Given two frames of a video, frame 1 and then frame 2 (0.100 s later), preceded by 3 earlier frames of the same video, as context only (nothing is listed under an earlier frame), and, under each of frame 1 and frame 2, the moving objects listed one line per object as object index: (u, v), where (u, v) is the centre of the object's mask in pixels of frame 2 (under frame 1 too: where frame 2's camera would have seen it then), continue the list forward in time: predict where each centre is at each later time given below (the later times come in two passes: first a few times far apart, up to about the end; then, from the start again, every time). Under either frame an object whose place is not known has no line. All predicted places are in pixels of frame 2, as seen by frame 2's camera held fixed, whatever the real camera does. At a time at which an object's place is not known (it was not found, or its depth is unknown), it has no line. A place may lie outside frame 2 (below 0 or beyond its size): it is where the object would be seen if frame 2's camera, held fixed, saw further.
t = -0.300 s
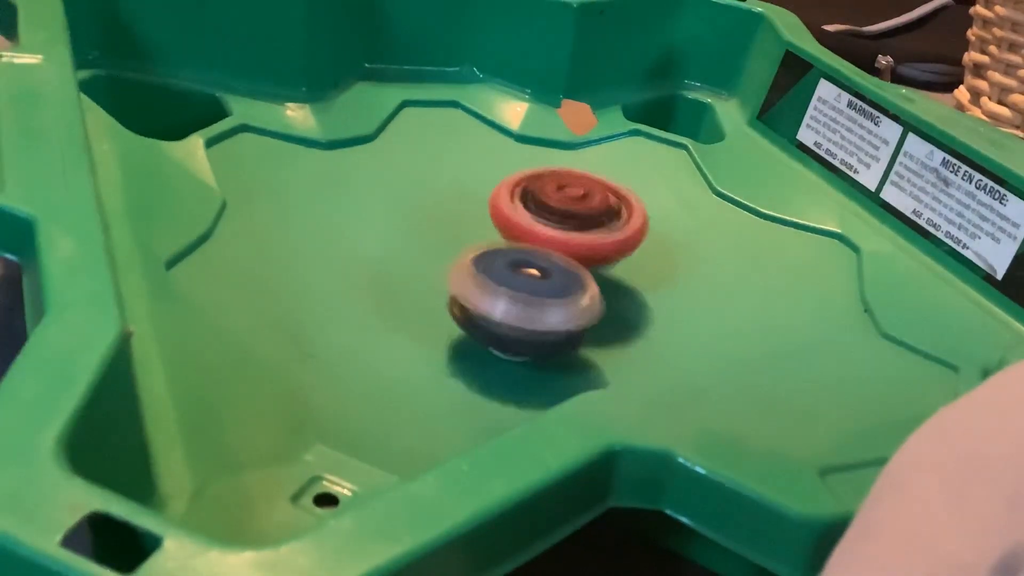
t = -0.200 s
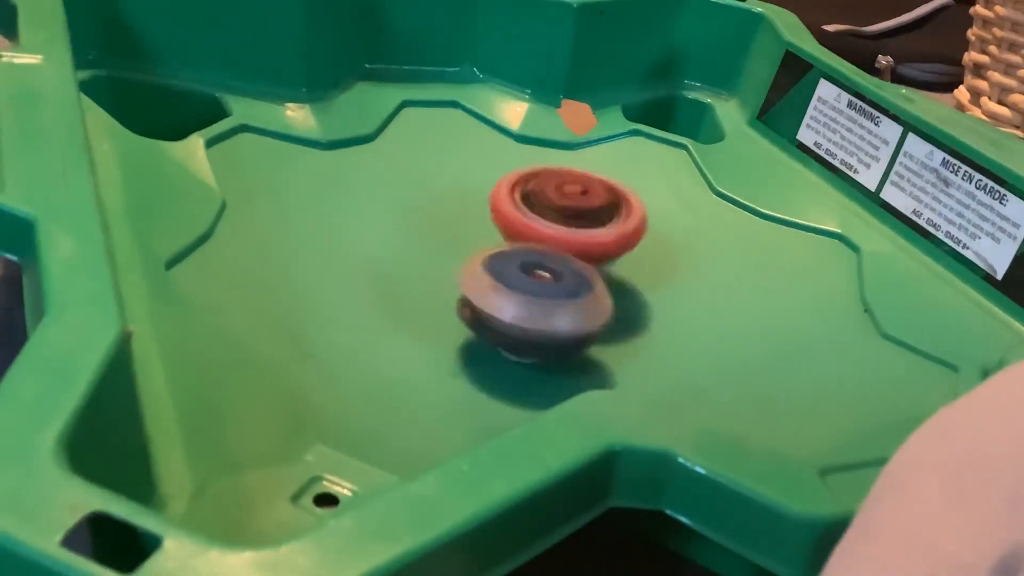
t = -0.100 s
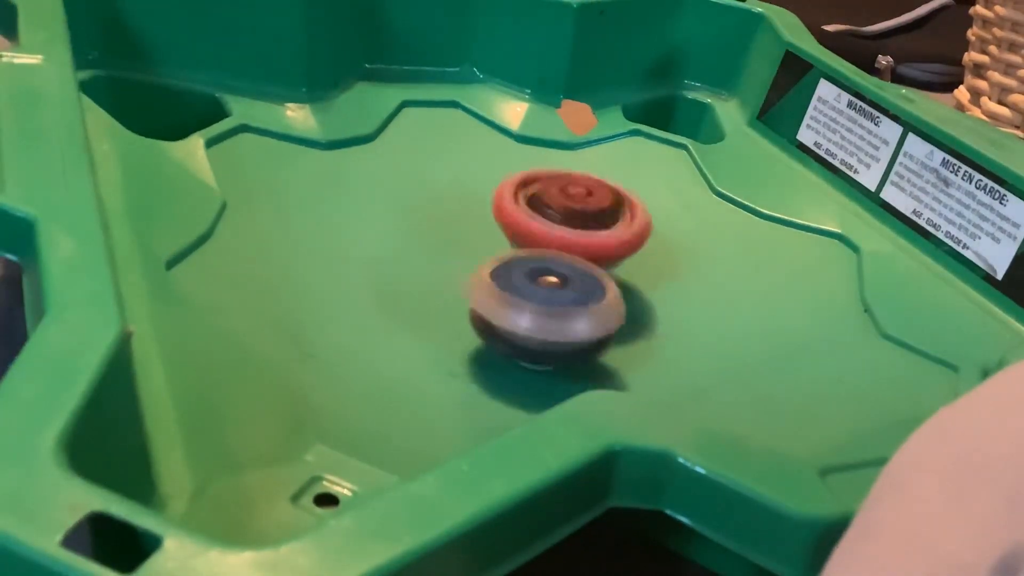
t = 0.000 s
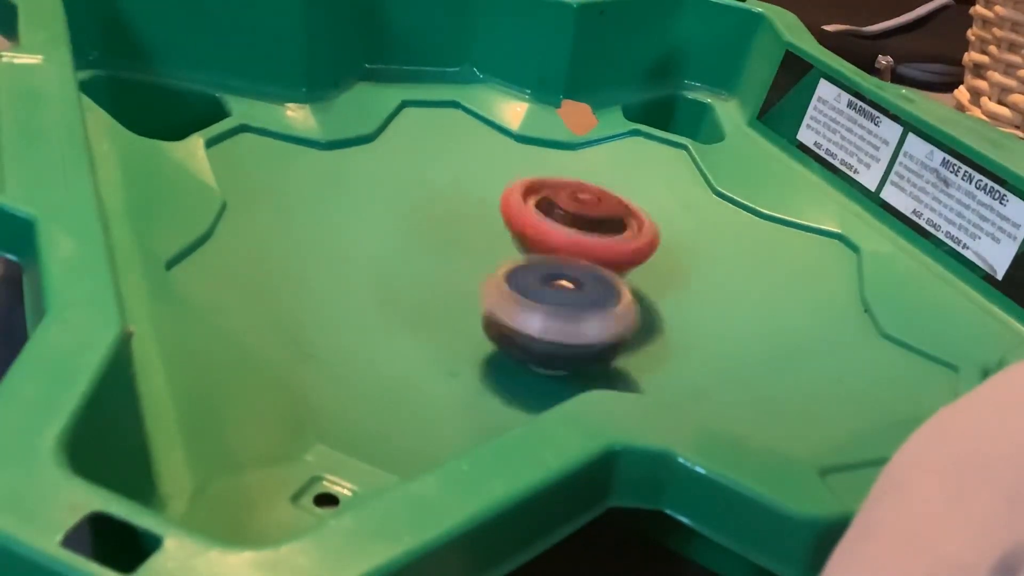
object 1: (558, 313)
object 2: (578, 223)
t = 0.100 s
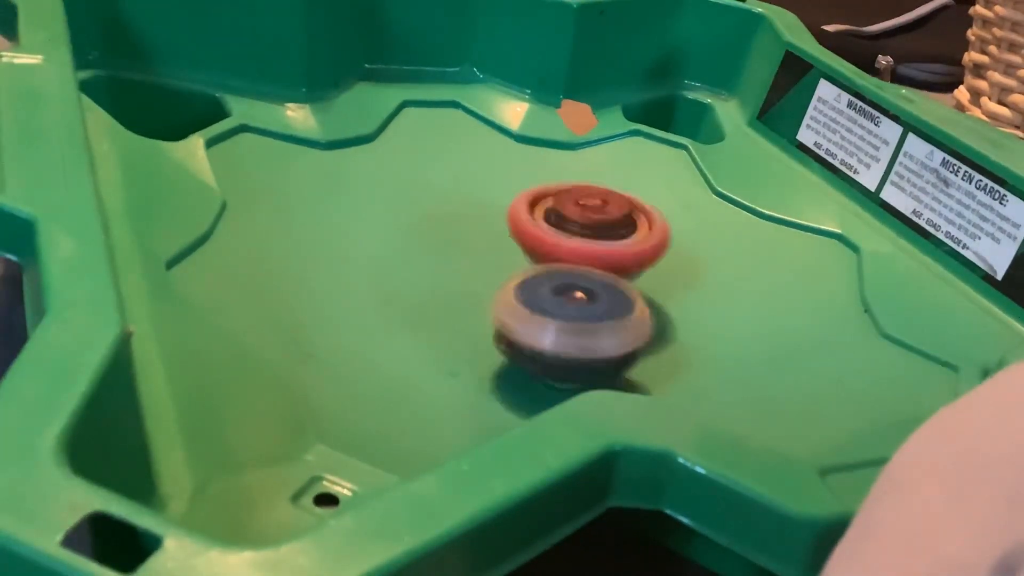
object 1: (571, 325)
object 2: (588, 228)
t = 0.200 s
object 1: (578, 330)
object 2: (600, 234)
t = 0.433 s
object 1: (572, 338)
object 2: (621, 252)
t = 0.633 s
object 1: (551, 339)
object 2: (626, 261)
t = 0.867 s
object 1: (527, 332)
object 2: (625, 257)
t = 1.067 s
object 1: (521, 318)
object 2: (617, 254)
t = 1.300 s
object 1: (500, 317)
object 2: (586, 243)
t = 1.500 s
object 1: (475, 326)
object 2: (563, 249)
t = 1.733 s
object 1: (472, 324)
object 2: (566, 246)
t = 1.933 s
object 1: (508, 326)
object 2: (588, 265)
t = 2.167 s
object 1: (554, 343)
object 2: (630, 272)
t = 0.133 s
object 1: (574, 327)
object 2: (594, 230)
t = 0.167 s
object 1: (577, 329)
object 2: (597, 232)
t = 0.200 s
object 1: (578, 330)
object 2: (600, 234)
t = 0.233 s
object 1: (579, 331)
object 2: (604, 238)
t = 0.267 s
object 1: (579, 332)
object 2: (606, 242)
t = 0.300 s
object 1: (579, 333)
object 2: (609, 244)
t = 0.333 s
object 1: (580, 334)
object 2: (609, 246)
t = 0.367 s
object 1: (577, 335)
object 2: (612, 248)
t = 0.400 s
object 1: (575, 338)
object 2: (616, 250)
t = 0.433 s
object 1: (572, 338)
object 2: (621, 252)
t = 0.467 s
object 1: (568, 339)
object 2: (622, 254)
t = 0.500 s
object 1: (566, 339)
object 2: (622, 256)
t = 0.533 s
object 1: (560, 339)
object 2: (625, 258)
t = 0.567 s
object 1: (557, 339)
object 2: (624, 259)
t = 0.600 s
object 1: (553, 339)
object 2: (625, 260)
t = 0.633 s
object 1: (551, 339)
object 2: (626, 261)
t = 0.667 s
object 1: (549, 338)
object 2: (627, 262)
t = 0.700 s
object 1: (544, 337)
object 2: (626, 264)
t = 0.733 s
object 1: (542, 337)
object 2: (623, 264)
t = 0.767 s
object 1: (538, 337)
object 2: (624, 263)
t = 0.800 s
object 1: (533, 337)
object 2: (625, 261)
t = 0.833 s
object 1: (531, 335)
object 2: (625, 259)
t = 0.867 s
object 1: (527, 332)
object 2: (625, 257)
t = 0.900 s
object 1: (523, 330)
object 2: (624, 256)
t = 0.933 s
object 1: (522, 327)
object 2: (621, 256)
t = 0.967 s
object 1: (522, 325)
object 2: (621, 254)
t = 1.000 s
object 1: (522, 322)
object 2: (619, 253)
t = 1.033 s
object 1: (522, 320)
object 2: (617, 254)
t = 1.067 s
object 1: (521, 318)
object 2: (617, 254)
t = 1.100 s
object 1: (520, 316)
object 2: (613, 254)
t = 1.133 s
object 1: (517, 314)
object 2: (614, 251)
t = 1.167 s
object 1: (515, 314)
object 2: (611, 249)
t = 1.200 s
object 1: (513, 313)
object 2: (607, 247)
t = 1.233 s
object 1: (507, 313)
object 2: (603, 243)
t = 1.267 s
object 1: (501, 317)
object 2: (592, 243)
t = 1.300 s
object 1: (500, 317)
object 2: (586, 243)
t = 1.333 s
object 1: (501, 319)
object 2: (582, 246)
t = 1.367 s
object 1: (498, 317)
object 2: (576, 244)
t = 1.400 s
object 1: (495, 317)
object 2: (570, 244)
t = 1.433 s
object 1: (493, 320)
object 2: (565, 246)
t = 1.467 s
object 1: (482, 324)
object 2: (563, 249)
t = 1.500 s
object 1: (475, 326)
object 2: (563, 249)
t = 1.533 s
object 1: (472, 328)
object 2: (567, 252)
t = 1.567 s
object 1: (471, 327)
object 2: (566, 247)
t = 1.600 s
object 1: (470, 328)
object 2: (566, 248)
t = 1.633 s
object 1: (469, 327)
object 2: (567, 252)
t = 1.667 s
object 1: (470, 328)
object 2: (566, 253)
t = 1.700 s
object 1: (471, 324)
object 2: (569, 247)
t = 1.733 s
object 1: (472, 324)
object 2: (566, 246)
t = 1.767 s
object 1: (477, 322)
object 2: (568, 248)
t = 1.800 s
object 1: (484, 322)
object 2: (571, 253)
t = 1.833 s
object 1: (493, 321)
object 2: (576, 256)
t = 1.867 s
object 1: (497, 326)
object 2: (581, 261)
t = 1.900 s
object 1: (501, 328)
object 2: (582, 262)
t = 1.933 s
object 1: (508, 326)
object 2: (588, 265)
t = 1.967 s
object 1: (517, 324)
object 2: (593, 265)
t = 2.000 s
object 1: (529, 325)
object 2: (600, 265)
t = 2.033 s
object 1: (535, 330)
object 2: (611, 268)
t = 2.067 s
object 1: (539, 332)
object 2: (621, 270)
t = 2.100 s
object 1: (542, 333)
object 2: (630, 271)
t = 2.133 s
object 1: (545, 339)
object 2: (631, 275)
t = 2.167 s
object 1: (554, 343)
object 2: (630, 272)
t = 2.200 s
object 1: (557, 346)
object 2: (628, 272)
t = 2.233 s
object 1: (559, 346)
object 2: (631, 274)
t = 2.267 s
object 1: (559, 345)
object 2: (635, 273)
